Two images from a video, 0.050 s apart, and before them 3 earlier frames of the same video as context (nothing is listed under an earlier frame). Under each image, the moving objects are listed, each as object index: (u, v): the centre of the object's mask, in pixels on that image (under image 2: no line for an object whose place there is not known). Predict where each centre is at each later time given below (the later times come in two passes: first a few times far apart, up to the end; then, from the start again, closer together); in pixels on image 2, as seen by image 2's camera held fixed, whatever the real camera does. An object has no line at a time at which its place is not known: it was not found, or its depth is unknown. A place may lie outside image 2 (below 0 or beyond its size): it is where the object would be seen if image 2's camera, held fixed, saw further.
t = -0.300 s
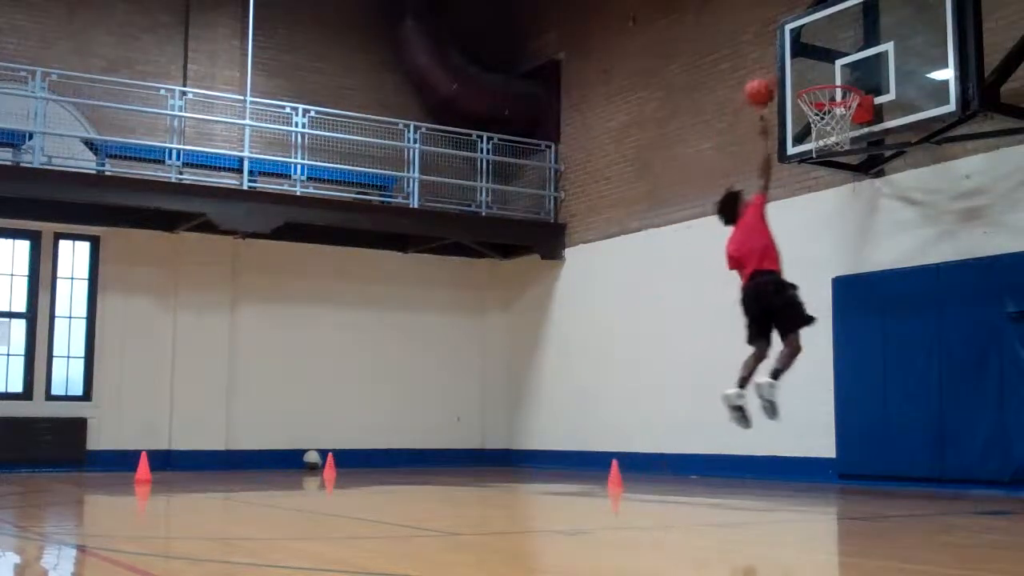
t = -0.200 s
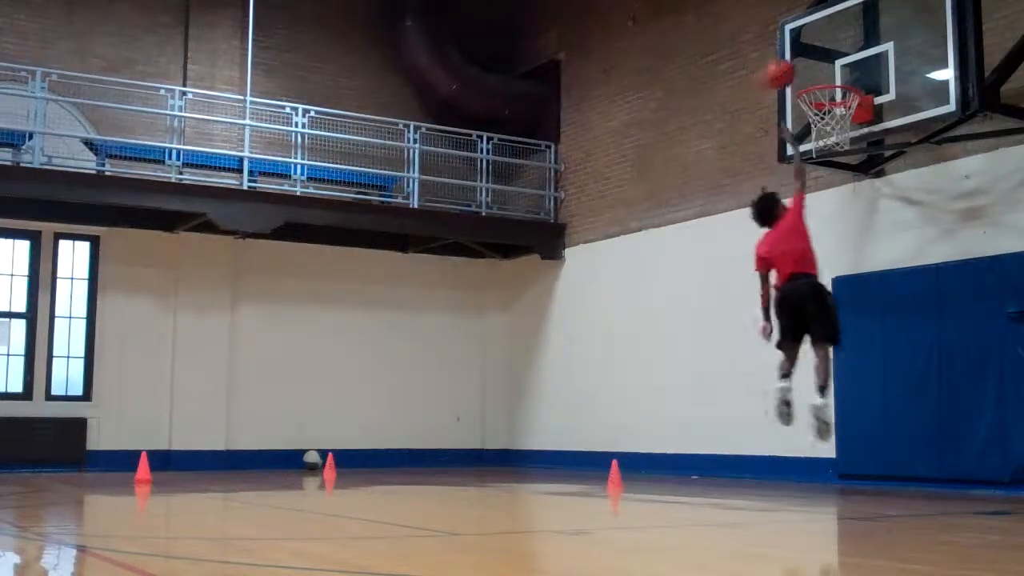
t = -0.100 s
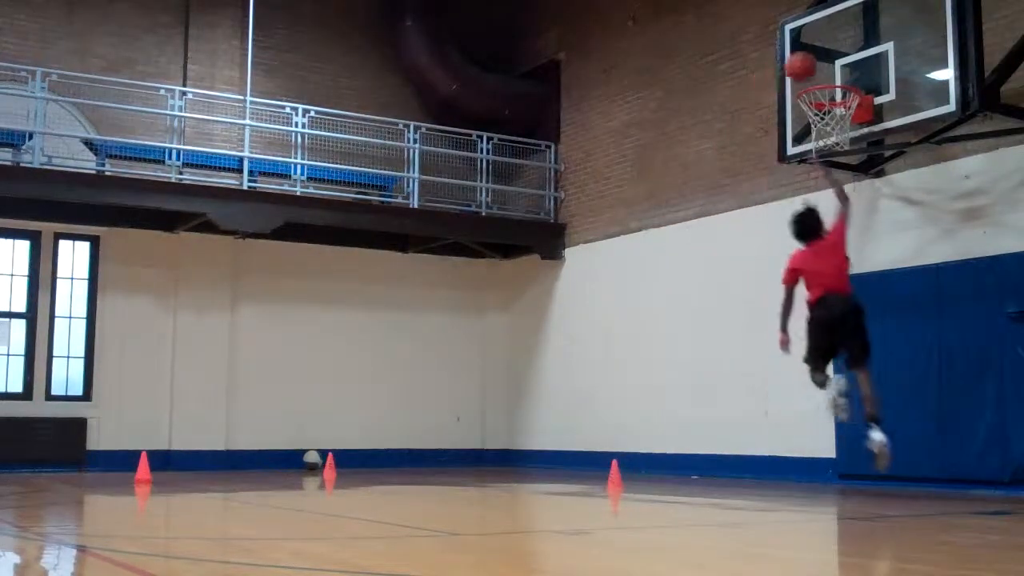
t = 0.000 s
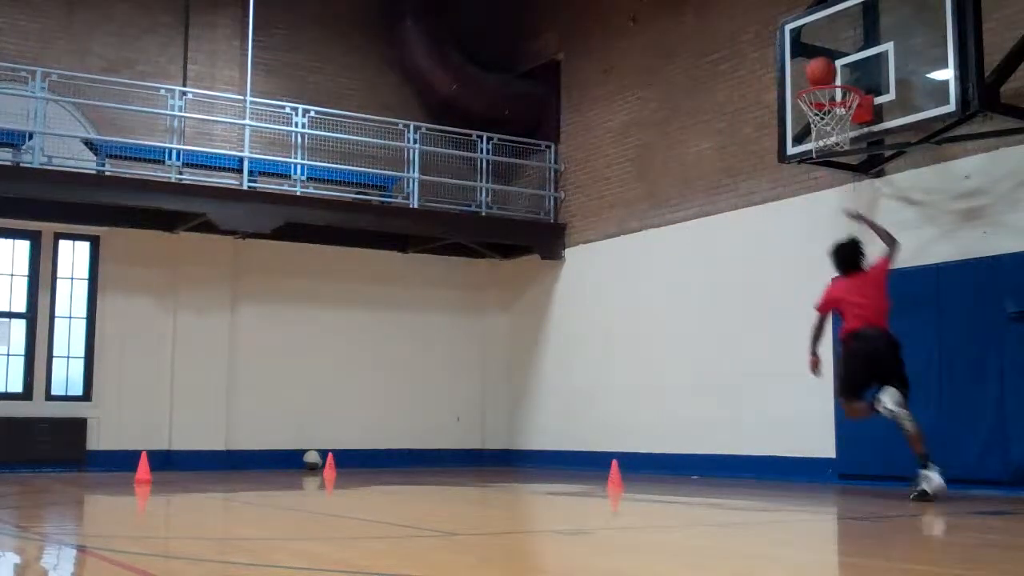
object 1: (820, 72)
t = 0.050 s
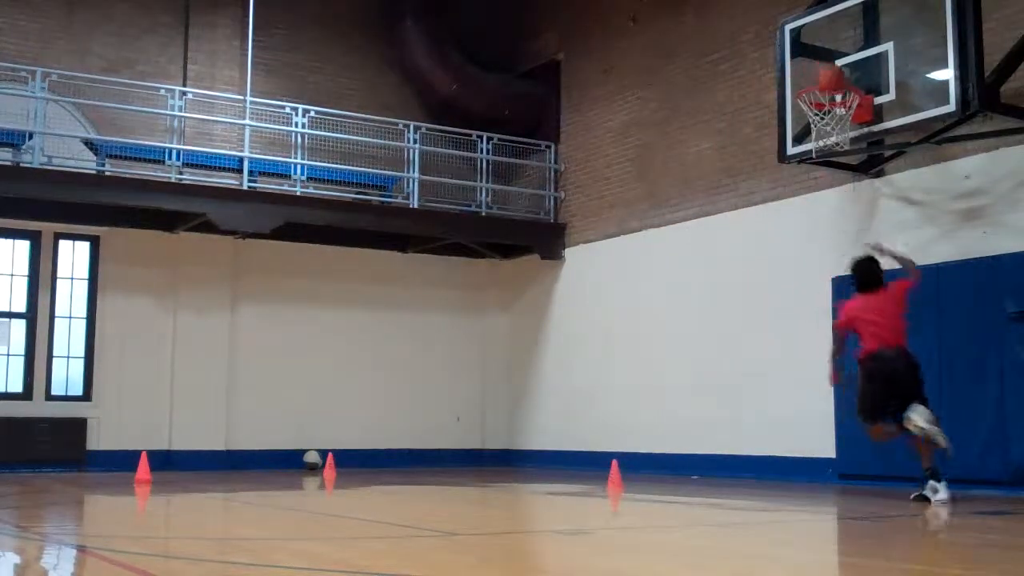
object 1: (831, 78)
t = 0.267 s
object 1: (812, 129)
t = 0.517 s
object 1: (796, 180)
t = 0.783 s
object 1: (784, 326)
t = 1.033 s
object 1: (777, 439)
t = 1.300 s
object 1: (777, 314)
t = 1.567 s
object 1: (780, 280)
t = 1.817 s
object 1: (784, 329)
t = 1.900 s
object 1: (786, 364)
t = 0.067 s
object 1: (833, 81)
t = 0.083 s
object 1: (839, 81)
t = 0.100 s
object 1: (842, 84)
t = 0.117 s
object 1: (843, 85)
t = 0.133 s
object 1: (844, 84)
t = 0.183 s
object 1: (824, 106)
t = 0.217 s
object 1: (823, 108)
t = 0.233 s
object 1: (820, 113)
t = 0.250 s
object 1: (814, 130)
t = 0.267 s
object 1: (812, 129)
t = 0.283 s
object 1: (810, 131)
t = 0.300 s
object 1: (808, 130)
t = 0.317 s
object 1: (808, 133)
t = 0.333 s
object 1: (808, 135)
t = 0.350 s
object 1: (807, 137)
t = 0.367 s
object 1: (805, 139)
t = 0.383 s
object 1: (804, 139)
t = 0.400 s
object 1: (803, 143)
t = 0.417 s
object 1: (802, 149)
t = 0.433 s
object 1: (801, 153)
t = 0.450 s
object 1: (800, 159)
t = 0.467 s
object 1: (799, 164)
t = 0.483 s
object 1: (798, 170)
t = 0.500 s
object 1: (798, 174)
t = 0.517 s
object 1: (796, 180)
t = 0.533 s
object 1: (796, 187)
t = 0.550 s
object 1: (796, 194)
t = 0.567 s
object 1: (794, 201)
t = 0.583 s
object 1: (793, 209)
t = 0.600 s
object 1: (792, 216)
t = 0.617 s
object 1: (791, 224)
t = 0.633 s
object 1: (790, 233)
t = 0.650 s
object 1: (790, 241)
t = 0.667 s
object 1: (789, 251)
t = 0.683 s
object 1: (788, 260)
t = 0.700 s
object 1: (787, 270)
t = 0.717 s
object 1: (787, 280)
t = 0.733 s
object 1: (786, 291)
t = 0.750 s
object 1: (786, 302)
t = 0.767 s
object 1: (785, 314)
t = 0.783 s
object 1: (784, 326)
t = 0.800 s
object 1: (784, 338)
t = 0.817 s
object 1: (783, 350)
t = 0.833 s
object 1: (783, 363)
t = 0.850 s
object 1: (782, 377)
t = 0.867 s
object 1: (781, 391)
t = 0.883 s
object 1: (781, 406)
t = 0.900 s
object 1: (780, 420)
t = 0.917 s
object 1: (780, 435)
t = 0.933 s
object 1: (779, 451)
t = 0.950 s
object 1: (778, 467)
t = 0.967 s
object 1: (778, 480)
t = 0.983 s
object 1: (777, 472)
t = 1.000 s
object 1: (778, 462)
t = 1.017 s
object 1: (778, 451)
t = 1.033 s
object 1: (777, 439)
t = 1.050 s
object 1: (777, 428)
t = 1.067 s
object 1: (777, 418)
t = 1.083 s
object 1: (777, 408)
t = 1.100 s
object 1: (777, 399)
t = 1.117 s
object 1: (777, 390)
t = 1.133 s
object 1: (777, 381)
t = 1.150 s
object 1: (777, 373)
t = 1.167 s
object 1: (777, 365)
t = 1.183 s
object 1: (777, 357)
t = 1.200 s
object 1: (777, 350)
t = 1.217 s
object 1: (777, 343)
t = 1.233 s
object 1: (777, 337)
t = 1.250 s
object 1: (777, 330)
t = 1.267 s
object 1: (777, 325)
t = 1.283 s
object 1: (777, 319)
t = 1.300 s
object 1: (777, 314)
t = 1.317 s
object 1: (777, 309)
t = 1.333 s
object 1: (777, 305)
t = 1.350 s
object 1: (777, 301)
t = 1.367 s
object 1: (778, 297)
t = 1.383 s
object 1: (778, 294)
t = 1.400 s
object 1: (778, 291)
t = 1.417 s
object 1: (778, 288)
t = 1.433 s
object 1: (778, 286)
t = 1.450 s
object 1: (778, 284)
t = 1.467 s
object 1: (779, 282)
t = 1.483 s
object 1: (779, 281)
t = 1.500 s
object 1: (779, 280)
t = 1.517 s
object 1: (779, 279)
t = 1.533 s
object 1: (779, 279)
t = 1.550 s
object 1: (779, 279)
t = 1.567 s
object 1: (780, 280)
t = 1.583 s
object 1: (780, 280)
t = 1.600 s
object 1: (780, 282)
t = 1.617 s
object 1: (780, 283)
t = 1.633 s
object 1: (780, 285)
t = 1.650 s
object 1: (781, 287)
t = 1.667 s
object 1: (781, 290)
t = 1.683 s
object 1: (781, 293)
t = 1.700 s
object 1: (782, 296)
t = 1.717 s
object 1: (782, 300)
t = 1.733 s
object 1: (783, 304)
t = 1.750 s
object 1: (783, 308)
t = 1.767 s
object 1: (783, 313)
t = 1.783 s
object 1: (784, 318)
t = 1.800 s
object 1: (784, 323)
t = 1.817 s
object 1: (784, 329)
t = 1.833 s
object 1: (785, 336)
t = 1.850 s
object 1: (785, 342)
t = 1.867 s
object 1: (786, 349)
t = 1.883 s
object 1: (786, 357)
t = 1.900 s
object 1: (786, 364)
